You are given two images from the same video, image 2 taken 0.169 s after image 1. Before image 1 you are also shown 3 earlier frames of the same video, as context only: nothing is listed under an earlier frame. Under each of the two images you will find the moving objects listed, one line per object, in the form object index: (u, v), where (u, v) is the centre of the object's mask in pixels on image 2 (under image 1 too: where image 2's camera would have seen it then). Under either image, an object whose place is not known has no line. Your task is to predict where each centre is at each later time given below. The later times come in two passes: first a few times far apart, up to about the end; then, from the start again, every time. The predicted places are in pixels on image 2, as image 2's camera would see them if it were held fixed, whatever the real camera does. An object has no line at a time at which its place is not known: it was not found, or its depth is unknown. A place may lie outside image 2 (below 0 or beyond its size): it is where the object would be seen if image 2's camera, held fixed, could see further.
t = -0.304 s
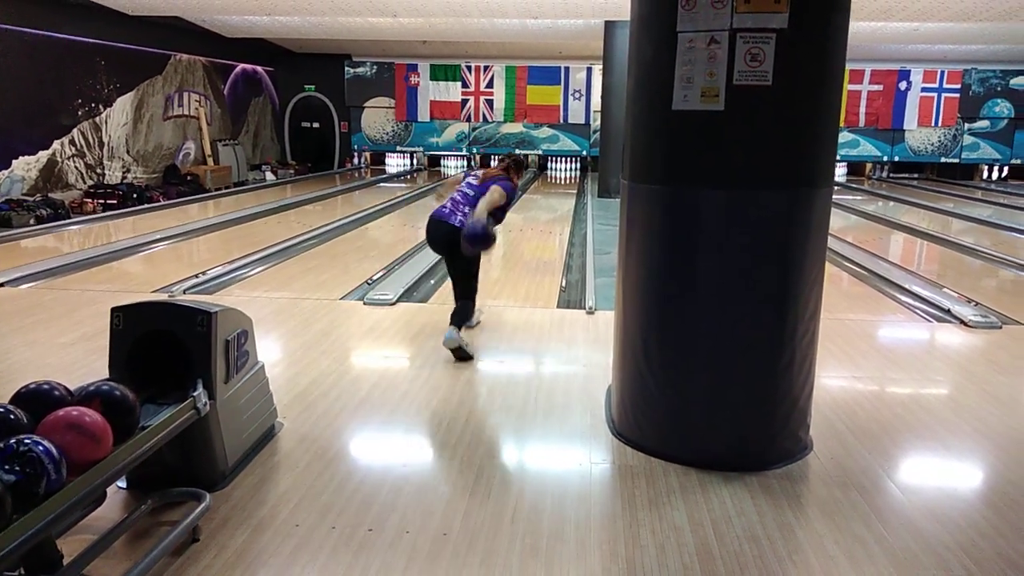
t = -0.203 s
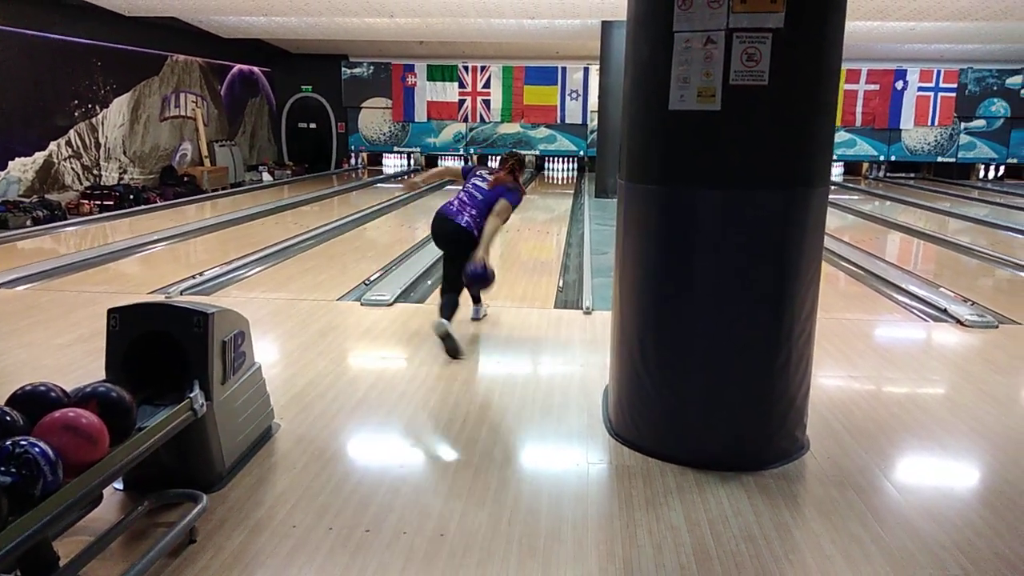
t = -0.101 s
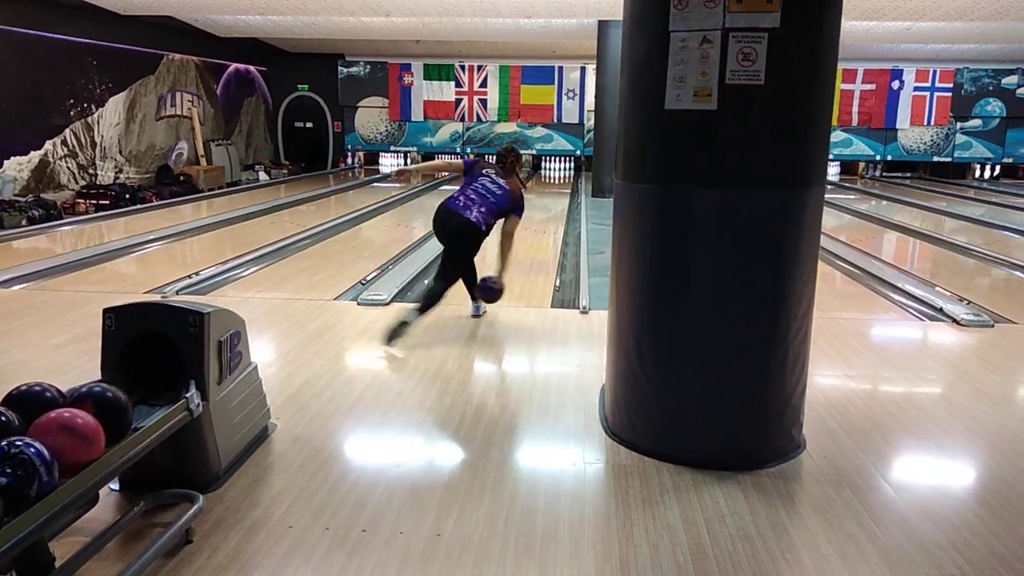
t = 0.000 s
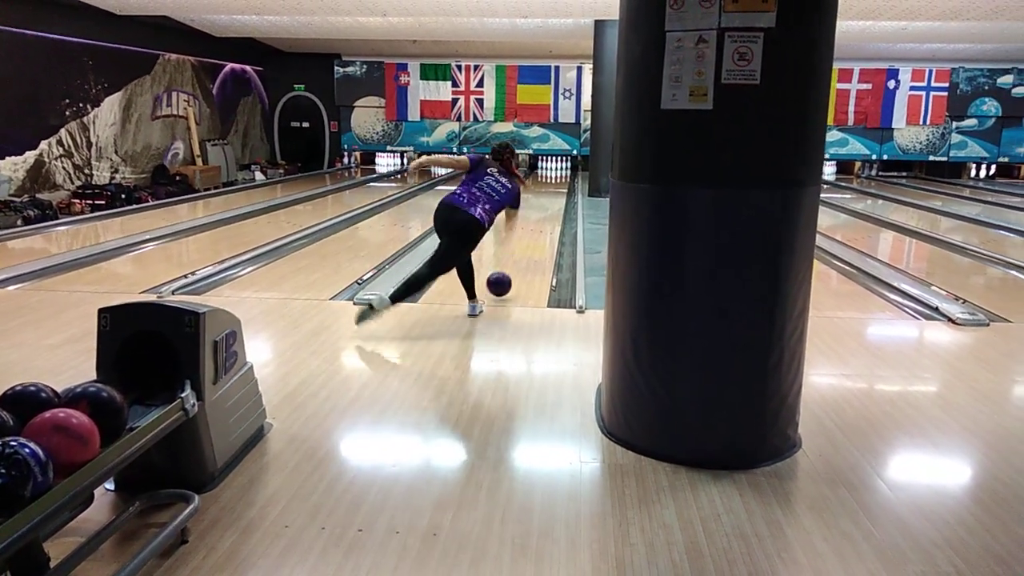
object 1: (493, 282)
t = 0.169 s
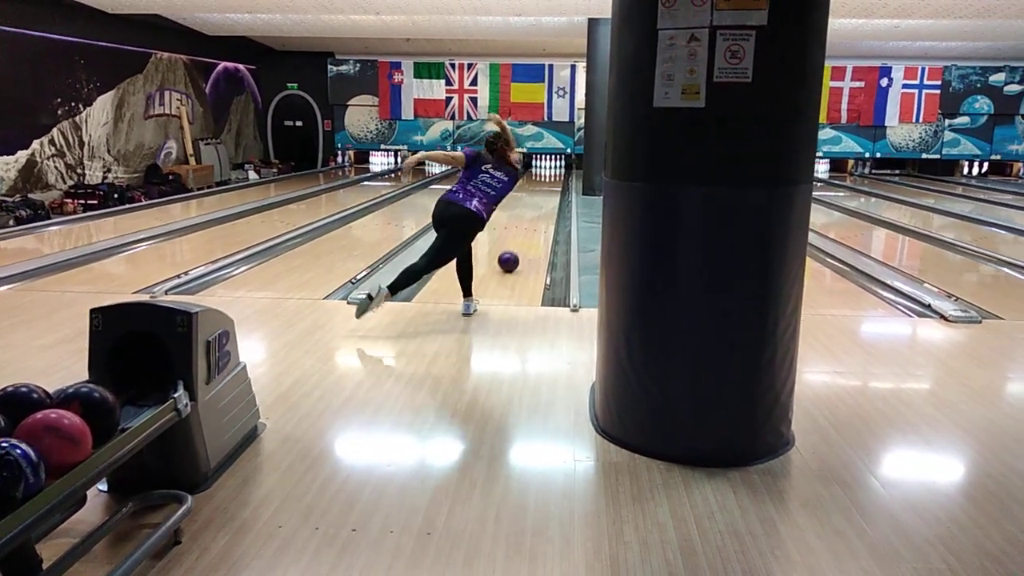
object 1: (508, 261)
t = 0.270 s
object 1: (515, 250)
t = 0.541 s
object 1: (529, 226)
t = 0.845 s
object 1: (539, 209)
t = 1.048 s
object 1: (544, 200)
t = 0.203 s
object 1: (511, 257)
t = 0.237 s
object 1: (513, 253)
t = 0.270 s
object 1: (515, 250)
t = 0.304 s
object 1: (517, 246)
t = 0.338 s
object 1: (519, 243)
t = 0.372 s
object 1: (521, 240)
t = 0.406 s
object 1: (523, 237)
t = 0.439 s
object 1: (525, 234)
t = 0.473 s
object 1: (526, 231)
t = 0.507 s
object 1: (528, 229)
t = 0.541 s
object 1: (529, 226)
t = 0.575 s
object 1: (530, 224)
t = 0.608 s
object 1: (532, 222)
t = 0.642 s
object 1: (533, 220)
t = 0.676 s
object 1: (534, 218)
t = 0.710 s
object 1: (535, 216)
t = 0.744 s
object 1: (536, 214)
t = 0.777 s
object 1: (537, 212)
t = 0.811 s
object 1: (538, 210)
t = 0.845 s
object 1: (539, 209)
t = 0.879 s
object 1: (540, 207)
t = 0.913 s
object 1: (541, 206)
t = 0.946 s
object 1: (542, 204)
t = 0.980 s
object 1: (542, 203)
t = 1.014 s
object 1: (543, 201)
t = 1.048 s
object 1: (544, 200)
